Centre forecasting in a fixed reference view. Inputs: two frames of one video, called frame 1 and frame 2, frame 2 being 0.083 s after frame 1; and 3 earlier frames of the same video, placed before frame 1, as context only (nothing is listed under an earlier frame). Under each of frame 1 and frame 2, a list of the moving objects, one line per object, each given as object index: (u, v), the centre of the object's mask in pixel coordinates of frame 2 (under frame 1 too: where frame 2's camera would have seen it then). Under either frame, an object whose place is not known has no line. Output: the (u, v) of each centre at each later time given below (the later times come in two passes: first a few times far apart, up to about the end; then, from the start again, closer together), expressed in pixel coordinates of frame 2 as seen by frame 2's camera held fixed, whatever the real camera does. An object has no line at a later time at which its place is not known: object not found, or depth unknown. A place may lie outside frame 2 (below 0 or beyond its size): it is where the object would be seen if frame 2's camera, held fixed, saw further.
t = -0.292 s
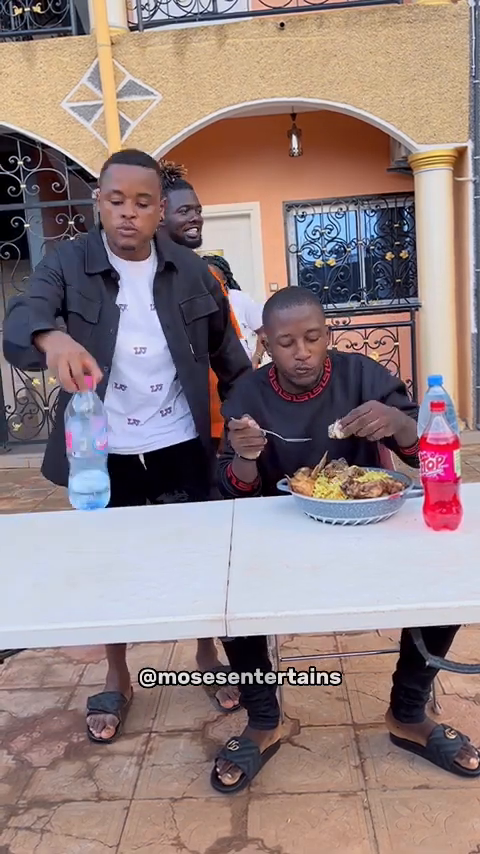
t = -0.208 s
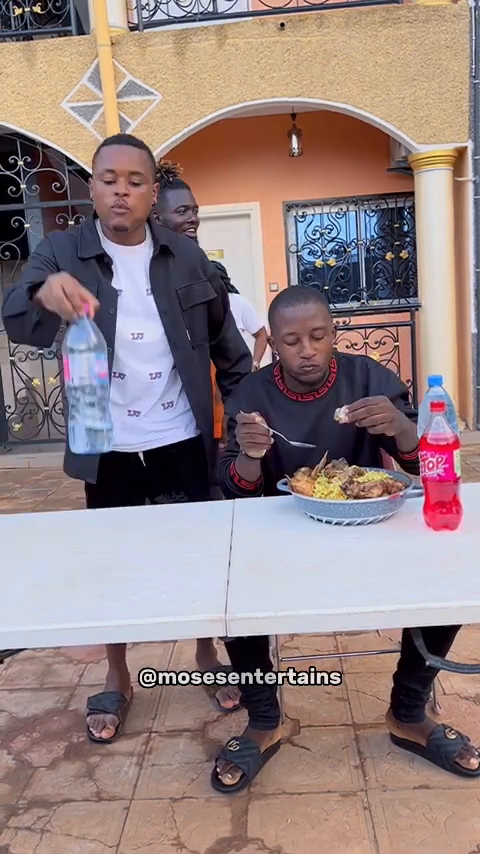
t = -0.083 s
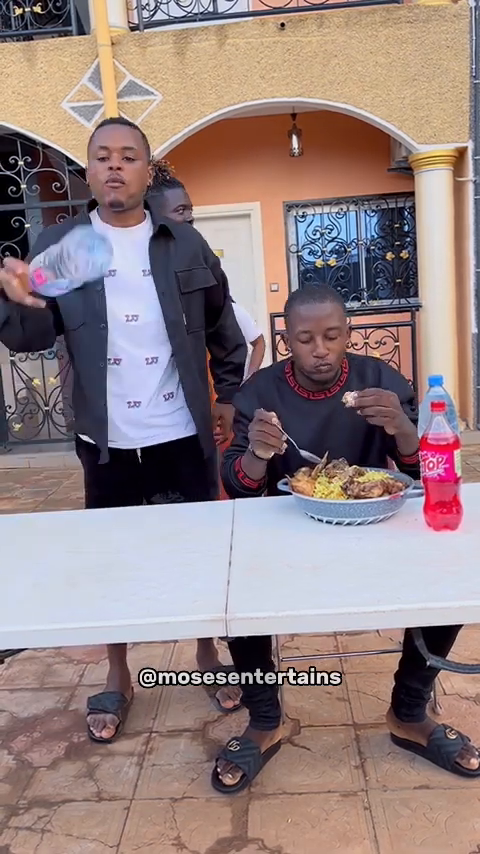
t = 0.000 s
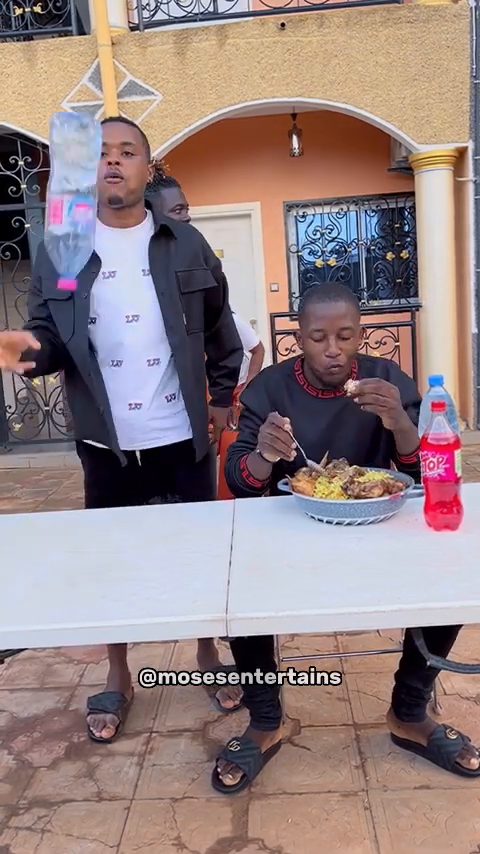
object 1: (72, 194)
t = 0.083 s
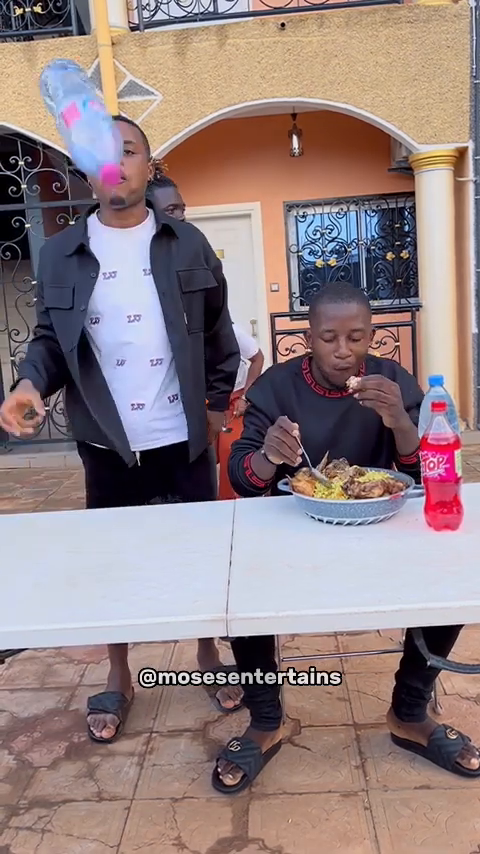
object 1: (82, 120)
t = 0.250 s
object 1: (102, 109)
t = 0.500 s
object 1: (152, 548)
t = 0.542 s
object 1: (155, 550)
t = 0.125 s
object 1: (86, 92)
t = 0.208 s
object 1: (98, 91)
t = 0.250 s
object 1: (102, 109)
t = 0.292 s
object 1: (109, 151)
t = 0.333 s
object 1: (116, 209)
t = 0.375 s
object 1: (125, 283)
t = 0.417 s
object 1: (132, 341)
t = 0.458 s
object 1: (143, 442)
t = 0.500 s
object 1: (152, 548)
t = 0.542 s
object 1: (155, 550)
